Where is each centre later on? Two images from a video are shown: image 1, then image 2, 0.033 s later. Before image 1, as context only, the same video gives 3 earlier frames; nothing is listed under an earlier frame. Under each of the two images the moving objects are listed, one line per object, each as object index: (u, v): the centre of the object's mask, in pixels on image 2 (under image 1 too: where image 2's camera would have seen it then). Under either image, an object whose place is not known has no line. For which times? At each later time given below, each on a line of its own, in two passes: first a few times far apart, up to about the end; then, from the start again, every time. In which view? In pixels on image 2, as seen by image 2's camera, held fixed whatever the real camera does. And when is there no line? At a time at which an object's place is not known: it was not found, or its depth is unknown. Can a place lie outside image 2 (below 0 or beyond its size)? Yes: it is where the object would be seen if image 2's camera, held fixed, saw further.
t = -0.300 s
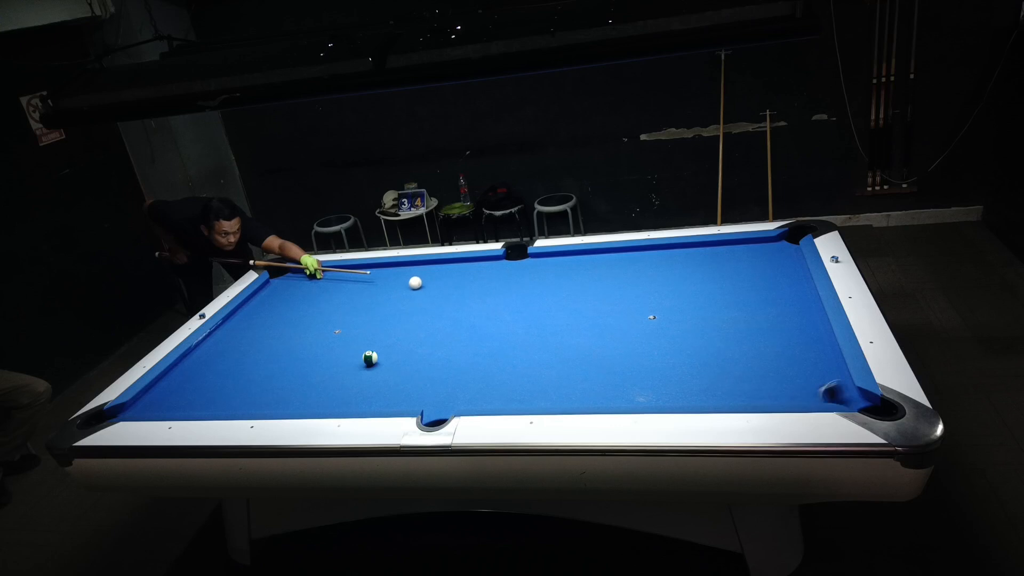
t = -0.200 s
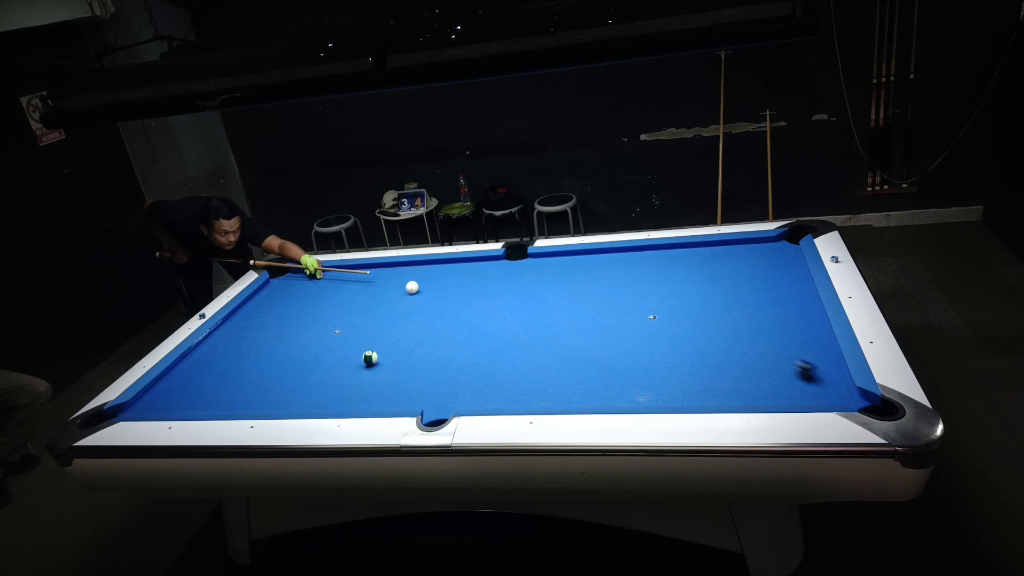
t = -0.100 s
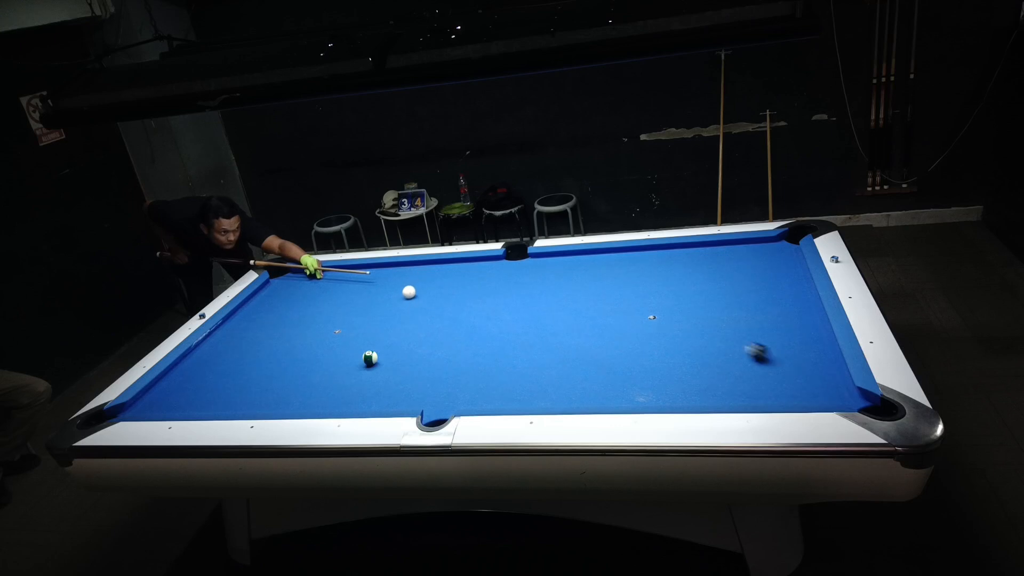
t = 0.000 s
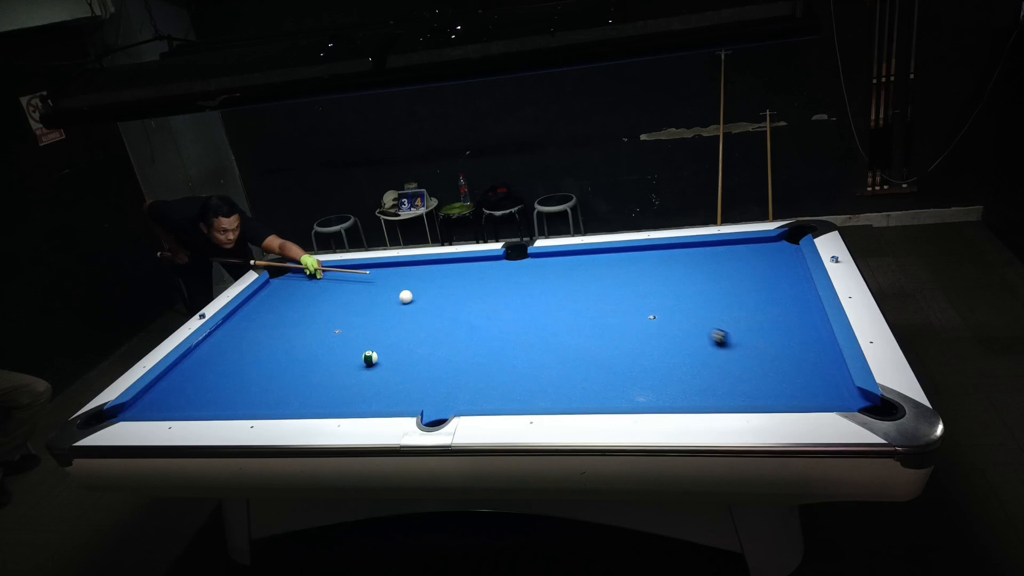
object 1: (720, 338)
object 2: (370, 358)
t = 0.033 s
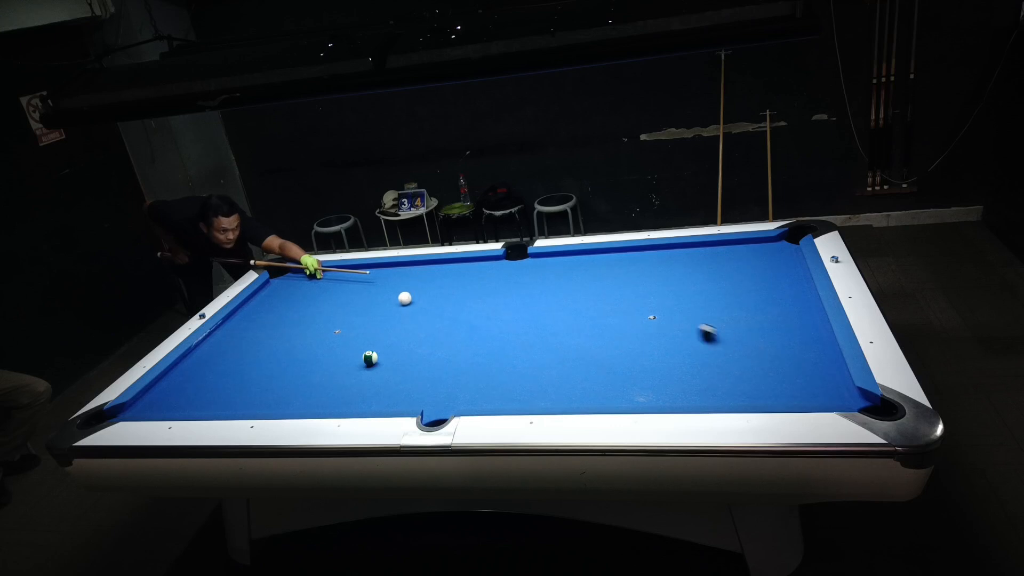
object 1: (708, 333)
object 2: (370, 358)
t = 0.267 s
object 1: (633, 305)
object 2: (370, 358)
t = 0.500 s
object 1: (573, 283)
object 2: (370, 358)
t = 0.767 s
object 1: (517, 262)
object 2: (370, 358)
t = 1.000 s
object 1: (522, 264)
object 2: (370, 358)
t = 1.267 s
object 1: (546, 274)
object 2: (369, 364)
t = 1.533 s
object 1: (571, 285)
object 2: (367, 371)
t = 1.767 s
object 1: (594, 295)
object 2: (365, 377)
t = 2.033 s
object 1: (621, 307)
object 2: (363, 383)
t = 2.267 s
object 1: (645, 318)
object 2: (362, 388)
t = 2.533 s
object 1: (674, 332)
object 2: (361, 393)
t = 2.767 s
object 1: (701, 344)
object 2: (360, 395)
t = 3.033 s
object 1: (732, 359)
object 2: (359, 398)
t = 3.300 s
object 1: (766, 374)
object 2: (359, 400)
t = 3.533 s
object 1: (796, 388)
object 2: (359, 401)
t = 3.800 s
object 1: (827, 397)
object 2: (359, 402)
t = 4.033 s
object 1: (841, 393)
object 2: (359, 402)
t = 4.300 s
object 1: (839, 388)
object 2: (359, 402)
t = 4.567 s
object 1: (826, 382)
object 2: (359, 402)
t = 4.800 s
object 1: (817, 380)
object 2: (359, 402)
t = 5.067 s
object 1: (809, 377)
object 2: (359, 402)
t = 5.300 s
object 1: (803, 374)
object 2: (359, 402)
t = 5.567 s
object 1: (798, 373)
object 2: (359, 402)
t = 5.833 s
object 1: (794, 371)
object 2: (359, 402)
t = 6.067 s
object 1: (793, 371)
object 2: (359, 402)
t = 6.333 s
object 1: (793, 371)
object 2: (359, 402)
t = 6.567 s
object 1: (793, 372)
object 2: (359, 402)
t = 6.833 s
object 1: (793, 372)
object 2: (359, 402)
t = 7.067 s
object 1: (793, 372)
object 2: (359, 402)
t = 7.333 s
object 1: (793, 372)
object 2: (359, 402)
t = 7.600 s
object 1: (793, 372)
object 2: (359, 402)
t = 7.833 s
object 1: (793, 372)
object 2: (359, 402)
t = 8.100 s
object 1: (793, 372)
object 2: (359, 402)
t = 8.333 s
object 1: (793, 372)
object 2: (359, 402)
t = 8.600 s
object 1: (793, 372)
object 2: (359, 402)
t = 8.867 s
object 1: (793, 372)
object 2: (359, 402)
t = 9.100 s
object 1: (793, 372)
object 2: (359, 402)
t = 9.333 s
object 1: (793, 372)
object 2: (359, 402)
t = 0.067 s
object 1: (695, 329)
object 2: (370, 358)
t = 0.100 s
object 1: (685, 325)
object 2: (370, 358)
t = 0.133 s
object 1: (674, 321)
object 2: (370, 358)
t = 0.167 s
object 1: (663, 317)
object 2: (370, 358)
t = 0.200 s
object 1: (653, 313)
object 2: (370, 358)
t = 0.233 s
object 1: (642, 309)
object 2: (370, 358)
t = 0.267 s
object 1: (633, 305)
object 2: (370, 358)
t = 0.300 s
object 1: (624, 302)
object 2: (370, 358)
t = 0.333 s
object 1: (615, 298)
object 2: (370, 358)
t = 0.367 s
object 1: (606, 295)
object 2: (370, 358)
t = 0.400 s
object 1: (598, 292)
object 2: (370, 358)
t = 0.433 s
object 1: (589, 289)
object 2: (370, 358)
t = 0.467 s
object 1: (581, 285)
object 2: (370, 358)
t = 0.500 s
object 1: (573, 283)
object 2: (370, 358)
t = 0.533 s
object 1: (566, 280)
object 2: (370, 358)
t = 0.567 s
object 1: (558, 277)
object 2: (370, 358)
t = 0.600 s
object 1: (551, 274)
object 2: (370, 358)
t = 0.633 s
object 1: (544, 271)
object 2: (370, 358)
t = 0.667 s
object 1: (537, 269)
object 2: (370, 358)
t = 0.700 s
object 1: (530, 266)
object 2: (370, 358)
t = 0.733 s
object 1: (524, 263)
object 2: (370, 358)
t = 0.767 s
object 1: (517, 262)
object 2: (370, 358)
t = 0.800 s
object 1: (511, 259)
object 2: (370, 358)
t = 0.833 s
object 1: (507, 257)
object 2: (370, 358)
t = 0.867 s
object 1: (509, 258)
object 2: (370, 358)
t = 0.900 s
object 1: (512, 259)
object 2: (370, 358)
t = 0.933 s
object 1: (515, 261)
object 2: (370, 358)
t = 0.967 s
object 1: (519, 263)
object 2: (370, 358)
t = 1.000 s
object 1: (522, 264)
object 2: (370, 358)
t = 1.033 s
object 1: (525, 265)
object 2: (370, 358)
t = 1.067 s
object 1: (527, 266)
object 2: (370, 358)
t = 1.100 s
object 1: (530, 267)
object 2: (370, 358)
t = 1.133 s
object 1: (534, 269)
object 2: (370, 359)
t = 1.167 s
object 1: (537, 270)
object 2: (370, 360)
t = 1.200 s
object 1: (540, 272)
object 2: (369, 361)
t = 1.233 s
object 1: (543, 273)
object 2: (369, 363)
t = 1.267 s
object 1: (546, 274)
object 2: (369, 364)
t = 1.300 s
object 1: (549, 275)
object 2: (369, 364)
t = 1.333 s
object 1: (552, 276)
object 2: (368, 365)
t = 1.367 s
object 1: (555, 278)
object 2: (368, 366)
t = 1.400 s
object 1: (558, 280)
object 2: (368, 367)
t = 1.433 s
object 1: (561, 281)
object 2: (367, 368)
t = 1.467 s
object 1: (564, 282)
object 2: (367, 368)
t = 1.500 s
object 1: (568, 284)
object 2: (367, 370)
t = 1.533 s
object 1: (571, 285)
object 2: (367, 371)
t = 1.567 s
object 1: (574, 286)
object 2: (366, 371)
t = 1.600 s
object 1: (577, 288)
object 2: (366, 372)
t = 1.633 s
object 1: (580, 289)
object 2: (366, 373)
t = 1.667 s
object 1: (584, 291)
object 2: (366, 374)
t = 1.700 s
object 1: (587, 292)
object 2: (366, 375)
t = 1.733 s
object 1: (590, 294)
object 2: (365, 376)
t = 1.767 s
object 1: (594, 295)
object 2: (365, 377)
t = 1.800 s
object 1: (597, 297)
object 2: (365, 377)
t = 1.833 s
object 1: (600, 298)
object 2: (365, 378)
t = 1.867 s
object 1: (604, 299)
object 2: (364, 379)
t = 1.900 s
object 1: (607, 301)
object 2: (364, 380)
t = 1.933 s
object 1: (611, 302)
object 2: (364, 380)
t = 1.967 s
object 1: (614, 304)
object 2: (364, 381)
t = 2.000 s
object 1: (617, 306)
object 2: (363, 381)
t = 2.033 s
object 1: (621, 307)
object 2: (363, 383)
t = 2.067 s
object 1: (624, 309)
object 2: (363, 383)
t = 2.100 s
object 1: (627, 310)
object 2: (363, 384)
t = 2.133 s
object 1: (631, 312)
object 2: (363, 385)
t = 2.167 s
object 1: (634, 313)
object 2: (362, 386)
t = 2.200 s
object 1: (638, 315)
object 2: (362, 386)
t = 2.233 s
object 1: (641, 317)
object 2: (362, 387)
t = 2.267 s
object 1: (645, 318)
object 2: (362, 388)
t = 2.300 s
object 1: (649, 320)
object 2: (362, 388)
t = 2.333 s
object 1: (653, 322)
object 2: (362, 389)
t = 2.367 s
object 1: (656, 323)
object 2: (362, 390)
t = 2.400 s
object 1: (659, 324)
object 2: (362, 390)
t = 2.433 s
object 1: (663, 326)
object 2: (361, 391)
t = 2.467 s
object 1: (667, 328)
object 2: (361, 391)
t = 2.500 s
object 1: (671, 330)
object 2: (361, 392)
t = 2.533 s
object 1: (674, 332)
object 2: (361, 393)
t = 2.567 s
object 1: (678, 334)
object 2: (361, 393)
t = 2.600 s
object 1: (682, 335)
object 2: (361, 394)
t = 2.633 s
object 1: (686, 337)
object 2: (361, 394)
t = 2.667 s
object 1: (689, 339)
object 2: (360, 394)
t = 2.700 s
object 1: (693, 340)
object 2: (360, 394)
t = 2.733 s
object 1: (697, 342)
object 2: (360, 395)
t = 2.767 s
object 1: (701, 344)
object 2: (360, 395)
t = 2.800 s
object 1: (704, 346)
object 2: (360, 396)
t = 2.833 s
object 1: (709, 348)
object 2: (360, 396)
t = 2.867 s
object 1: (713, 350)
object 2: (360, 396)
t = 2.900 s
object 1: (717, 351)
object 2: (360, 397)
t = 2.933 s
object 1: (721, 353)
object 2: (360, 397)
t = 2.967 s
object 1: (725, 355)
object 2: (360, 397)
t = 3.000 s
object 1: (729, 357)
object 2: (359, 398)
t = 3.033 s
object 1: (732, 359)
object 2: (359, 398)
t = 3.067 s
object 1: (737, 361)
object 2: (359, 398)
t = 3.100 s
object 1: (741, 363)
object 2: (359, 399)
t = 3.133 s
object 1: (745, 364)
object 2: (359, 399)
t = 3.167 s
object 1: (749, 366)
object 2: (359, 400)
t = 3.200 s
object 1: (753, 368)
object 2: (359, 400)
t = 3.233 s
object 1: (758, 370)
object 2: (359, 400)
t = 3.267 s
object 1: (762, 372)
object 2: (359, 400)
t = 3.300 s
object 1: (766, 374)
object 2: (359, 400)
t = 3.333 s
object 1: (770, 376)
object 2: (359, 401)
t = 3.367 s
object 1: (774, 378)
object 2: (359, 401)
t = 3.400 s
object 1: (779, 380)
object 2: (359, 401)
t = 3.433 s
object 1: (782, 382)
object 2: (359, 401)
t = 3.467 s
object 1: (787, 384)
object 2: (359, 401)
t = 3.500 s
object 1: (791, 386)
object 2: (359, 401)
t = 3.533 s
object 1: (796, 388)
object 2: (359, 401)
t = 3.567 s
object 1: (801, 390)
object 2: (359, 401)
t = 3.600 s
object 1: (804, 392)
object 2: (359, 401)
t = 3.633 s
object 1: (808, 393)
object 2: (359, 401)
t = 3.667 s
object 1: (812, 394)
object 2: (359, 402)
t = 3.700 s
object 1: (816, 395)
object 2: (359, 402)
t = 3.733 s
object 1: (820, 396)
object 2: (359, 402)
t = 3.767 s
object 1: (824, 397)
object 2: (359, 402)
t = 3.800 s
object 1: (827, 397)
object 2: (359, 402)
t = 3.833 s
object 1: (829, 397)
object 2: (359, 402)
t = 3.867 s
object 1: (831, 396)
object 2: (359, 402)
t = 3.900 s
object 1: (833, 396)
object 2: (359, 402)
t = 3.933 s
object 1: (835, 395)
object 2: (359, 402)
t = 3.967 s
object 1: (838, 395)
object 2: (359, 402)
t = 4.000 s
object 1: (839, 394)
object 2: (359, 402)
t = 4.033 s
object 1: (841, 393)
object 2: (359, 402)
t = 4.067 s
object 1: (843, 392)
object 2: (359, 402)
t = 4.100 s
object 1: (844, 390)
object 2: (359, 402)
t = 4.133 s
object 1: (846, 390)
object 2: (359, 402)
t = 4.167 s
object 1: (846, 389)
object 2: (359, 402)
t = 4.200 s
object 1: (844, 389)
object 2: (359, 402)
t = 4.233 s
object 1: (842, 388)
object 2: (359, 402)
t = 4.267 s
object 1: (840, 387)
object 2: (359, 402)
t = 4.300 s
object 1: (839, 388)
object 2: (359, 402)
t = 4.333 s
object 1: (837, 387)
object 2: (359, 402)
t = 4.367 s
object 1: (836, 386)
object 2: (359, 402)
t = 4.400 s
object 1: (834, 385)
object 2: (359, 402)
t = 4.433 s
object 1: (832, 385)
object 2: (359, 402)
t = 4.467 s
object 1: (831, 384)
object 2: (359, 402)
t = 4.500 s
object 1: (830, 384)
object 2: (359, 402)
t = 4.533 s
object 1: (828, 383)
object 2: (359, 402)
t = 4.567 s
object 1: (826, 382)
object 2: (359, 402)
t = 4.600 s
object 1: (825, 382)
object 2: (359, 402)
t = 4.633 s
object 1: (824, 382)
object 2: (359, 402)
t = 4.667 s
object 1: (822, 381)
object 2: (359, 402)
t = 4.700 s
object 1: (821, 381)
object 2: (359, 402)
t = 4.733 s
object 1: (820, 380)
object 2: (359, 402)
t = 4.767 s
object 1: (818, 380)
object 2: (359, 402)
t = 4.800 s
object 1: (817, 380)
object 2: (359, 402)
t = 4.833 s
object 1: (816, 379)
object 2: (359, 402)
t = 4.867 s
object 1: (815, 379)
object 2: (359, 402)
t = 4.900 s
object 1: (814, 378)
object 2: (359, 402)
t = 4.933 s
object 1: (813, 378)
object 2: (359, 402)
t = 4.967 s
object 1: (812, 378)
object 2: (359, 402)
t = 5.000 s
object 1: (811, 377)
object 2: (359, 402)
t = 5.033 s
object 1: (810, 377)
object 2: (359, 402)
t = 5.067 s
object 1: (809, 377)
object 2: (359, 402)
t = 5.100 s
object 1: (808, 376)
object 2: (359, 402)
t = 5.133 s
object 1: (807, 376)
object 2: (359, 402)
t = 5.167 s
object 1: (806, 376)
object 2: (359, 402)
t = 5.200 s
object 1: (806, 375)
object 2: (359, 402)
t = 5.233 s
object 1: (805, 375)
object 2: (359, 402)
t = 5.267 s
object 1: (804, 375)
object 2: (359, 402)
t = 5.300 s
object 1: (803, 374)
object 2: (359, 402)
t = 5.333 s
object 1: (803, 374)
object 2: (359, 402)
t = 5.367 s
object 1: (802, 374)
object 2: (359, 402)
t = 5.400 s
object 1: (801, 374)
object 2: (359, 402)
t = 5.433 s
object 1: (800, 373)
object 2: (359, 402)
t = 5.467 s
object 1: (800, 373)
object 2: (359, 402)
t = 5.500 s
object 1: (799, 373)
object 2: (359, 402)
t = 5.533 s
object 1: (799, 373)
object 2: (359, 402)
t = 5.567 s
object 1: (798, 373)
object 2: (359, 402)
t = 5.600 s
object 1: (798, 372)
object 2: (359, 402)
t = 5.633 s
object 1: (797, 372)
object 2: (359, 402)
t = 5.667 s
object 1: (797, 372)
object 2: (359, 402)
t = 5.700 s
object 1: (796, 372)
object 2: (359, 402)
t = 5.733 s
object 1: (796, 372)
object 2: (359, 402)
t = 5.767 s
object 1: (795, 372)
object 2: (359, 402)
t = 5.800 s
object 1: (795, 371)
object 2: (359, 402)
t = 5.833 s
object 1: (794, 371)
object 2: (359, 402)
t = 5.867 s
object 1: (794, 371)
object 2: (359, 402)
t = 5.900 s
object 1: (794, 371)
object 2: (359, 402)
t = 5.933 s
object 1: (793, 371)
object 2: (359, 402)
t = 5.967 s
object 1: (793, 371)
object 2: (359, 402)
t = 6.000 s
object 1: (793, 371)
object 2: (359, 402)
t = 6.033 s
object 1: (793, 371)
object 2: (359, 402)
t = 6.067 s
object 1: (793, 371)
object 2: (359, 402)
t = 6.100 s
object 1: (793, 371)
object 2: (359, 402)
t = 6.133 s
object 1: (793, 371)
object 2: (359, 402)
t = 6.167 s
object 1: (793, 371)
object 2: (359, 402)
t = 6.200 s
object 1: (793, 371)
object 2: (359, 402)
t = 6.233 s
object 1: (793, 371)
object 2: (359, 402)
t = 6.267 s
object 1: (793, 371)
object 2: (359, 402)
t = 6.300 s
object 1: (793, 371)
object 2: (359, 402)
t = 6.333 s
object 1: (793, 371)
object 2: (359, 402)
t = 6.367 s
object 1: (793, 371)
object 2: (359, 402)
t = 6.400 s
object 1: (793, 371)
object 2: (359, 402)
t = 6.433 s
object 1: (793, 371)
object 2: (359, 402)
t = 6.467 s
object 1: (793, 371)
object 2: (359, 402)
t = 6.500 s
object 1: (793, 372)
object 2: (359, 402)
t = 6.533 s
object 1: (793, 372)
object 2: (359, 402)
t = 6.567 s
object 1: (793, 372)
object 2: (359, 402)
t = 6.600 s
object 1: (793, 372)
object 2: (359, 402)
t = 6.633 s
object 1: (793, 372)
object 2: (359, 402)
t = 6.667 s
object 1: (793, 372)
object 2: (359, 402)
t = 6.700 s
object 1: (793, 372)
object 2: (359, 402)
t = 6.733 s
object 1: (793, 372)
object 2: (359, 402)
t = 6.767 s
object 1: (793, 372)
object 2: (359, 402)
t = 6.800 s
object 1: (793, 372)
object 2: (359, 402)
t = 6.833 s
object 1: (793, 372)
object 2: (359, 402)
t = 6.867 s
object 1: (793, 372)
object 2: (359, 402)
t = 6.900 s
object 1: (793, 372)
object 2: (359, 402)
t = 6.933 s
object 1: (793, 372)
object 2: (359, 402)
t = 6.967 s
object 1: (793, 372)
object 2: (359, 402)
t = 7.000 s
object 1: (793, 372)
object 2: (359, 402)
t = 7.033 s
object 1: (793, 372)
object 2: (359, 402)
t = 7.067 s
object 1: (793, 372)
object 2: (359, 402)
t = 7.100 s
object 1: (793, 372)
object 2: (359, 402)
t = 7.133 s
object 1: (793, 372)
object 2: (359, 402)
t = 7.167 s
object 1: (793, 372)
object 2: (359, 402)
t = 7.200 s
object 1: (793, 372)
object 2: (359, 402)
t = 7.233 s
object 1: (793, 372)
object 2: (359, 402)
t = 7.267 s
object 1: (793, 372)
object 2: (359, 402)
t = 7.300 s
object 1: (793, 372)
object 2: (359, 402)
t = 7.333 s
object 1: (793, 372)
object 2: (359, 402)
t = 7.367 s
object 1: (793, 372)
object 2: (359, 402)
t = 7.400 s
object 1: (793, 372)
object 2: (359, 402)
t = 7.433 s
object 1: (793, 372)
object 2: (359, 402)
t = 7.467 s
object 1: (793, 372)
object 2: (359, 402)
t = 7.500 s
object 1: (793, 372)
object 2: (359, 402)
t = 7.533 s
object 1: (793, 372)
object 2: (359, 402)
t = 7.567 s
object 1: (793, 372)
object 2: (359, 402)
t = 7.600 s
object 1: (793, 372)
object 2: (359, 402)
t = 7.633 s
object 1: (793, 372)
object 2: (359, 402)
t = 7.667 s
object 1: (793, 372)
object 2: (359, 402)
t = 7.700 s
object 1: (793, 372)
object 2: (359, 402)
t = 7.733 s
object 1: (793, 372)
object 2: (359, 402)
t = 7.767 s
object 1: (793, 372)
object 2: (359, 402)
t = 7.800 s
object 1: (793, 372)
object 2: (359, 402)
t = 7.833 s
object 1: (793, 372)
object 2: (359, 402)
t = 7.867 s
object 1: (793, 372)
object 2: (359, 402)
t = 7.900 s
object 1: (793, 372)
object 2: (359, 402)
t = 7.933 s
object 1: (793, 372)
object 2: (359, 402)
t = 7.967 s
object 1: (793, 372)
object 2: (359, 402)
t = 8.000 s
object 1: (793, 372)
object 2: (359, 402)
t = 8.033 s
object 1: (793, 372)
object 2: (359, 402)
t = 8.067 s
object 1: (793, 372)
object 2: (359, 402)
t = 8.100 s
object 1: (793, 372)
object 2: (359, 402)
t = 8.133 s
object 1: (793, 372)
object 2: (359, 402)
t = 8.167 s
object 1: (793, 372)
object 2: (359, 402)
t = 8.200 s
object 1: (793, 372)
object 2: (359, 402)
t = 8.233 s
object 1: (793, 372)
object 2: (359, 402)
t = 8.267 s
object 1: (793, 372)
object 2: (359, 402)
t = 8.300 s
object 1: (793, 372)
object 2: (359, 402)
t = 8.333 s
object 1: (793, 372)
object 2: (359, 402)
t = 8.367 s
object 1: (793, 372)
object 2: (359, 402)
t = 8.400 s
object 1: (793, 372)
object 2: (359, 402)
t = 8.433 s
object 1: (793, 372)
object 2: (359, 402)
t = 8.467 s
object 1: (793, 372)
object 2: (359, 402)
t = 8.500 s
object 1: (793, 372)
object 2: (359, 402)
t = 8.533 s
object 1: (793, 372)
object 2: (359, 402)
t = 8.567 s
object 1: (793, 372)
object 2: (359, 402)
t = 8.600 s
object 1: (793, 372)
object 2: (359, 402)
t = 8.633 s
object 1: (793, 372)
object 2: (359, 402)
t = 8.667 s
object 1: (793, 372)
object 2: (359, 402)
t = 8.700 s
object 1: (793, 372)
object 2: (359, 402)
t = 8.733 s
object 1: (793, 372)
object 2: (359, 402)
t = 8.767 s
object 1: (793, 372)
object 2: (359, 402)
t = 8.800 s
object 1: (793, 372)
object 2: (359, 402)
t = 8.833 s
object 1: (793, 372)
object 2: (359, 402)
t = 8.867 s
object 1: (793, 372)
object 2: (359, 402)
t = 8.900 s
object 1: (793, 372)
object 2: (359, 402)
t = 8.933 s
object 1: (793, 372)
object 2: (359, 402)
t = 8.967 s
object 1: (793, 372)
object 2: (359, 402)
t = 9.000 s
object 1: (793, 372)
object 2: (359, 402)
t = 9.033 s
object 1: (793, 372)
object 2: (359, 402)
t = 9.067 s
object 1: (793, 372)
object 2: (359, 402)
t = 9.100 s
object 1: (793, 372)
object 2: (359, 402)
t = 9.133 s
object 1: (793, 372)
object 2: (359, 402)
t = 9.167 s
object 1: (793, 372)
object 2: (359, 402)
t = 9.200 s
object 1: (793, 372)
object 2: (359, 402)
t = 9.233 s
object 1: (793, 372)
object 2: (359, 402)
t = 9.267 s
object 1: (793, 372)
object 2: (359, 402)
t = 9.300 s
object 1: (793, 372)
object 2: (359, 402)
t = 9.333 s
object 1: (793, 372)
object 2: (359, 402)
